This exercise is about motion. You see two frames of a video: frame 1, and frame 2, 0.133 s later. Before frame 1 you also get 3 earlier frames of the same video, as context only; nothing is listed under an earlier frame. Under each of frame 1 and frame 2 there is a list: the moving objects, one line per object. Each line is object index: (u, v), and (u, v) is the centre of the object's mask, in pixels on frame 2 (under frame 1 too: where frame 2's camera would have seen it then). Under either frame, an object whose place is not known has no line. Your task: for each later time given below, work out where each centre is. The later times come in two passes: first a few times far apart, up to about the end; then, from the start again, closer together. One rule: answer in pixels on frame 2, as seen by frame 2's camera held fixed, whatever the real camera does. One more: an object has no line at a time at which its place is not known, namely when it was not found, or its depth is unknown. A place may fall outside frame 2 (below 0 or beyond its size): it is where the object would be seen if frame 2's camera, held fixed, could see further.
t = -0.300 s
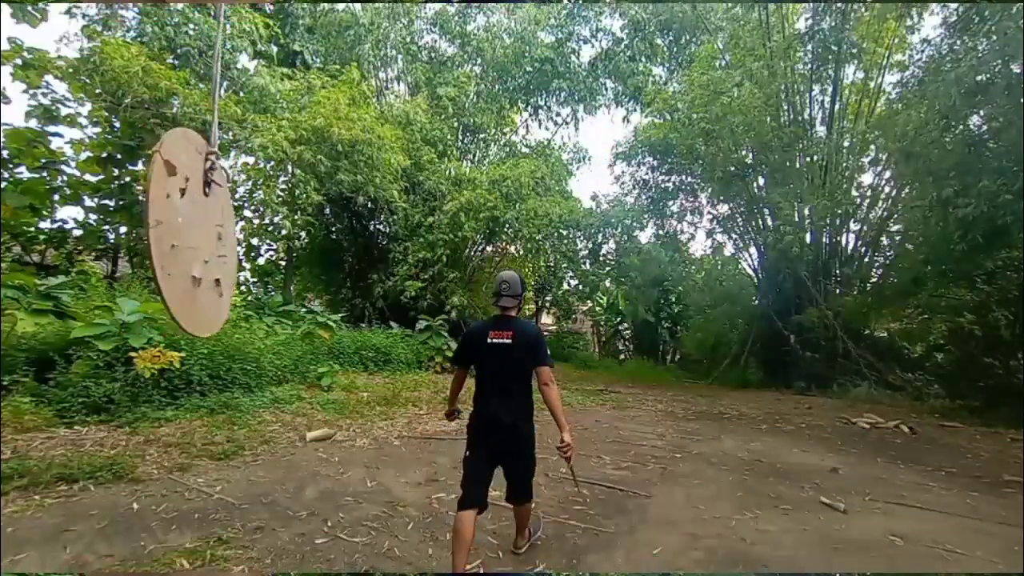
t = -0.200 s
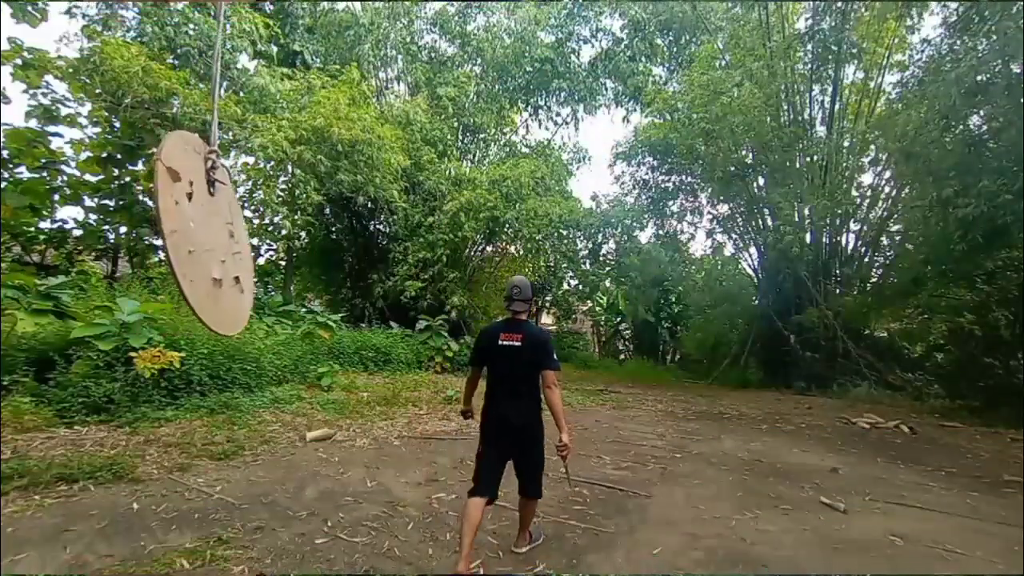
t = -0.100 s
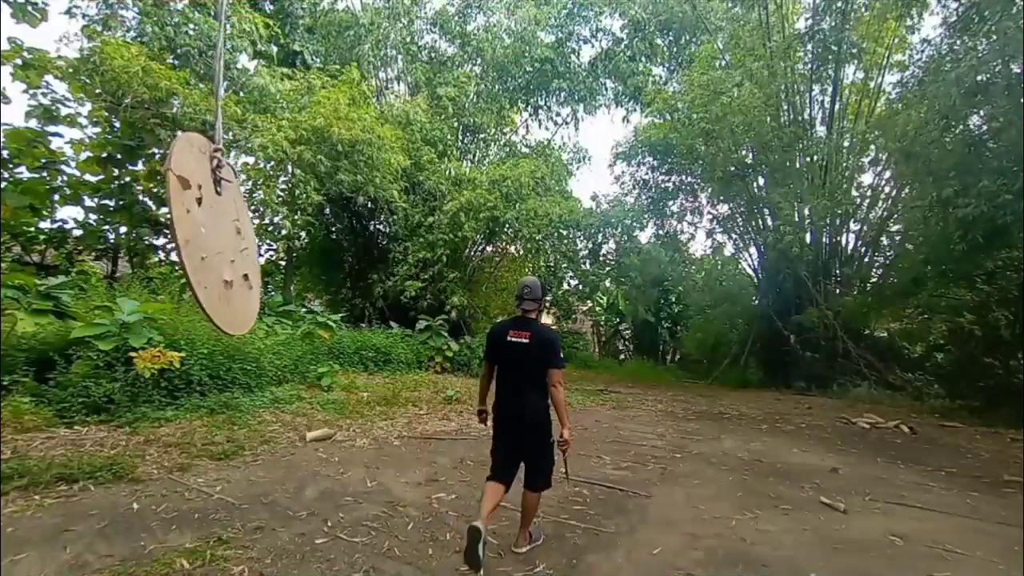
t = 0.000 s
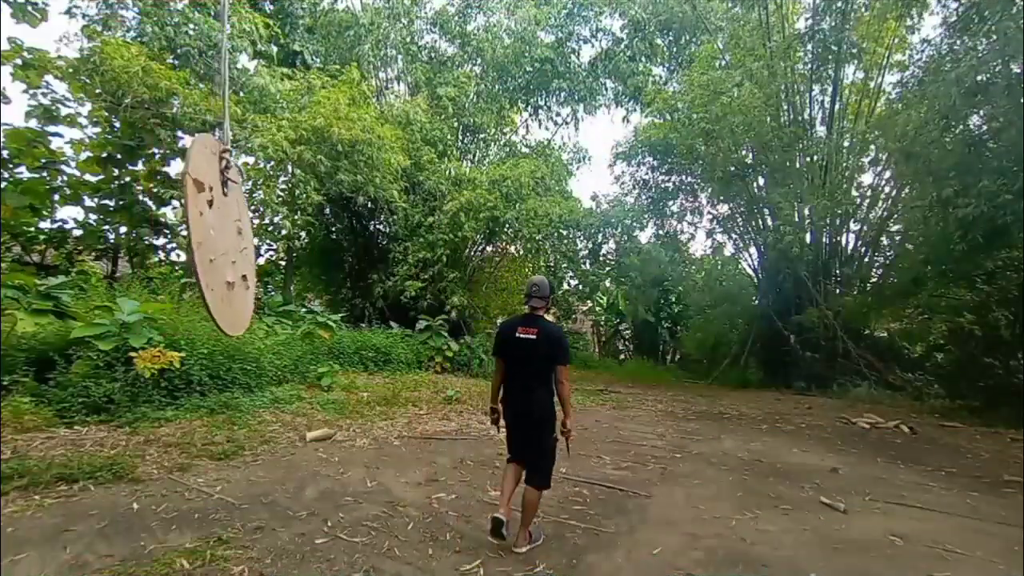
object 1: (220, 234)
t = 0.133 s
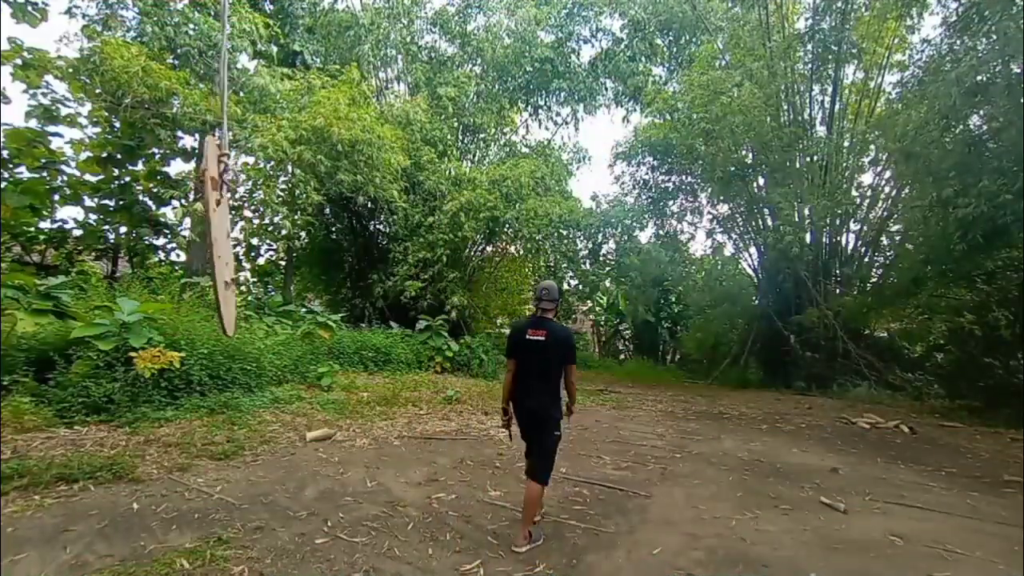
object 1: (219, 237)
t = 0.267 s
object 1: (211, 236)
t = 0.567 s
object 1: (171, 237)
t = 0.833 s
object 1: (135, 230)
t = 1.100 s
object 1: (171, 233)
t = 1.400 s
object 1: (202, 245)
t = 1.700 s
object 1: (199, 241)
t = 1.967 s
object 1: (205, 241)
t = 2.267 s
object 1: (161, 236)
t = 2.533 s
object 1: (154, 235)
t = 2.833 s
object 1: (184, 245)
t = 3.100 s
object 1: (194, 245)
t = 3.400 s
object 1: (194, 240)
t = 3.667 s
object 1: (180, 237)
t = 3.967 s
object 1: (163, 231)
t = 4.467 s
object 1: (191, 235)
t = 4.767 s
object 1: (213, 236)
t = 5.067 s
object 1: (197, 241)
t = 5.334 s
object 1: (157, 238)
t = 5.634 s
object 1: (125, 233)
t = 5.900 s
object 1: (146, 239)
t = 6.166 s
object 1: (195, 245)
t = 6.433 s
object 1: (225, 246)
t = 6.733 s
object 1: (208, 243)
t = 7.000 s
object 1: (164, 235)
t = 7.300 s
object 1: (132, 231)
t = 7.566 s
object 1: (144, 234)
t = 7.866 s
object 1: (181, 239)
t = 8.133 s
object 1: (199, 241)
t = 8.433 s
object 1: (183, 239)
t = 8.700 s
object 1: (151, 234)
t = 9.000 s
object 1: (138, 232)
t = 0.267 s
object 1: (211, 236)
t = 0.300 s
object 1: (208, 237)
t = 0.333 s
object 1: (205, 238)
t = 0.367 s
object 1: (201, 238)
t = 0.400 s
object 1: (197, 238)
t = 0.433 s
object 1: (192, 237)
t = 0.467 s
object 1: (188, 238)
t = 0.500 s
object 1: (183, 237)
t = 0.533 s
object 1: (177, 237)
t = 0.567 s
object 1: (171, 237)
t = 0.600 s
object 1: (165, 236)
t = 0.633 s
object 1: (158, 235)
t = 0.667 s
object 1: (152, 234)
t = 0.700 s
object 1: (146, 233)
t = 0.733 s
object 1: (141, 232)
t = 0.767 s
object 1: (139, 231)
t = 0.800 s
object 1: (136, 230)
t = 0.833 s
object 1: (135, 230)
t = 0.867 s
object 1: (135, 230)
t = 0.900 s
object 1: (137, 230)
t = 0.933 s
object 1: (141, 230)
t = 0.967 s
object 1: (145, 231)
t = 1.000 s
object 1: (151, 232)
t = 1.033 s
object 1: (158, 233)
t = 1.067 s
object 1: (165, 234)
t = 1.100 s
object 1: (171, 233)
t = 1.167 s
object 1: (185, 239)
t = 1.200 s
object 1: (188, 243)
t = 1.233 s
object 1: (193, 245)
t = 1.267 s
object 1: (196, 245)
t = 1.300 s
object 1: (199, 245)
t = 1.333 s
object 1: (200, 245)
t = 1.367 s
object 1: (201, 245)
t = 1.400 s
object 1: (202, 245)
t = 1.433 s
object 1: (201, 245)
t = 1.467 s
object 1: (200, 245)
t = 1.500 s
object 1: (199, 244)
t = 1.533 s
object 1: (199, 242)
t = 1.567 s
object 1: (198, 244)
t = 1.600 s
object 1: (198, 241)
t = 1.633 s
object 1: (198, 242)
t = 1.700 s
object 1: (199, 241)
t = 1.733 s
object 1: (201, 239)
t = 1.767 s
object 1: (202, 241)
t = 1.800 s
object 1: (205, 237)
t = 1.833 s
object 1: (205, 240)
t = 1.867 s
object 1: (206, 239)
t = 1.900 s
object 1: (206, 237)
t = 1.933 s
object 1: (206, 241)
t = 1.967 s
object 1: (205, 241)
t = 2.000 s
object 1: (203, 241)
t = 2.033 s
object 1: (198, 240)
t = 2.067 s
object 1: (193, 240)
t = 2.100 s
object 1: (189, 240)
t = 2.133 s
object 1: (183, 239)
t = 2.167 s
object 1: (177, 238)
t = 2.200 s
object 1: (171, 238)
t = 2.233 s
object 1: (166, 237)
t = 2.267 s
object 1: (161, 236)
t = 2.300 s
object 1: (157, 235)
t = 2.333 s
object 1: (152, 235)
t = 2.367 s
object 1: (150, 235)
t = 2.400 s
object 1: (149, 234)
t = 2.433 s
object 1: (149, 234)
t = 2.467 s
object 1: (150, 234)
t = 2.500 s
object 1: (152, 234)
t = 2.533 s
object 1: (154, 235)
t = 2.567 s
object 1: (157, 235)
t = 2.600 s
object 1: (162, 235)
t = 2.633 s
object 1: (166, 236)
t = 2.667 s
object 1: (169, 235)
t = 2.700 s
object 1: (174, 234)
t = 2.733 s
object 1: (176, 242)
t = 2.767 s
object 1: (179, 243)
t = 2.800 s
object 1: (181, 244)
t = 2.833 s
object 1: (184, 245)
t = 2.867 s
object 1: (186, 245)
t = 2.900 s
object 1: (189, 246)
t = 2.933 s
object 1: (190, 245)
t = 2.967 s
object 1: (192, 245)
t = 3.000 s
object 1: (193, 245)
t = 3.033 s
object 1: (193, 245)
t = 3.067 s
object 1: (194, 245)
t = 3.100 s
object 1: (194, 245)
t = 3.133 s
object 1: (194, 245)
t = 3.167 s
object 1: (194, 244)
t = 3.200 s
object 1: (194, 244)
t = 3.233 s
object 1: (194, 244)
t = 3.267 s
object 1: (194, 243)
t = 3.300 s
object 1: (194, 243)
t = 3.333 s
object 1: (194, 243)
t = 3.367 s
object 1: (193, 243)
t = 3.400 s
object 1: (194, 240)
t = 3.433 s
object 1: (192, 242)
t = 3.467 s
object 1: (192, 240)
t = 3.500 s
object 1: (189, 242)
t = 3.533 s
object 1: (188, 239)
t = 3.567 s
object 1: (186, 239)
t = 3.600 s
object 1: (185, 238)
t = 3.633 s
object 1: (182, 238)
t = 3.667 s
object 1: (180, 237)
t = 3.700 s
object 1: (178, 237)
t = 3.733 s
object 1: (175, 239)
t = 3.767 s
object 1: (174, 236)
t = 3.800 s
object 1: (171, 238)
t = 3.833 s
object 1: (169, 237)
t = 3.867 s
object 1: (167, 236)
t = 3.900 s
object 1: (165, 235)
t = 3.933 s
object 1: (165, 230)
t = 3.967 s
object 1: (163, 231)
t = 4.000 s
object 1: (162, 232)
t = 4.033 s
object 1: (162, 232)
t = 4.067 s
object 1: (162, 233)
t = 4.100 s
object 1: (162, 234)
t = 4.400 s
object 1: (184, 235)
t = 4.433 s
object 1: (188, 235)
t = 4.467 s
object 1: (191, 235)
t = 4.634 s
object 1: (207, 236)
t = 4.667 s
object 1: (209, 236)
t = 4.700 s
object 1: (211, 236)
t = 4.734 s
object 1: (213, 236)
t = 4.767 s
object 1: (213, 236)
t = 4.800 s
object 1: (214, 236)
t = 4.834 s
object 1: (213, 236)
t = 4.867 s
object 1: (212, 236)
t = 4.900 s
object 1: (211, 235)
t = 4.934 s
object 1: (209, 233)
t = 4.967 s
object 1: (207, 234)
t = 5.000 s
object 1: (204, 236)
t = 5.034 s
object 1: (200, 241)
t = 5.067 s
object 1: (197, 241)
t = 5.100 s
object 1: (193, 240)
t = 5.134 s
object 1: (189, 240)
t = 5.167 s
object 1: (184, 240)
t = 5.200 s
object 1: (179, 240)
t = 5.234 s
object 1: (173, 239)
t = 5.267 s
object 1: (167, 239)
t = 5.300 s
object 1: (162, 238)
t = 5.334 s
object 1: (157, 238)
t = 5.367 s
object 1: (152, 237)
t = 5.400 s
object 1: (146, 236)
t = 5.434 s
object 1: (142, 235)
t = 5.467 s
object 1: (138, 235)
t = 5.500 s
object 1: (134, 234)
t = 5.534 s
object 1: (131, 234)
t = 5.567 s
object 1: (128, 234)
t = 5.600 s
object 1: (126, 233)
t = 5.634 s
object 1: (125, 233)
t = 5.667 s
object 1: (125, 234)
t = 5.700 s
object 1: (126, 234)
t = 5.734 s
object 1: (127, 235)
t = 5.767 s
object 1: (130, 235)
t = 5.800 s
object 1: (132, 236)
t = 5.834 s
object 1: (137, 237)
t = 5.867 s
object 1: (141, 238)
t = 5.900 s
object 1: (146, 239)
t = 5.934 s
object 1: (152, 240)
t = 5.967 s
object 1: (158, 241)
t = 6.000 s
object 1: (164, 242)
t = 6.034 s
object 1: (171, 243)
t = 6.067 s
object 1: (177, 244)
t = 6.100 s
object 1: (183, 244)
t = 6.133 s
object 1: (189, 245)
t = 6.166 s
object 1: (195, 245)
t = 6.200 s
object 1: (201, 245)
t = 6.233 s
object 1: (206, 246)
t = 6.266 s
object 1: (211, 246)
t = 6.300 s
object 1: (215, 246)
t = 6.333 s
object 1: (218, 246)
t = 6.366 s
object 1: (221, 246)
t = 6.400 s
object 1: (223, 246)
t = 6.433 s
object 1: (225, 246)
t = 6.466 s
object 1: (225, 246)
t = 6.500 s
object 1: (225, 243)
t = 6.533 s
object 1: (225, 246)
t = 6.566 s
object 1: (224, 246)
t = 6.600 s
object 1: (222, 245)
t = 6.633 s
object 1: (219, 245)
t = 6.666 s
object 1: (215, 242)
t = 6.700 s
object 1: (211, 242)
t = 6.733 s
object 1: (208, 243)
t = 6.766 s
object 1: (203, 240)
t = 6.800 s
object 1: (197, 240)
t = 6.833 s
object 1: (192, 240)
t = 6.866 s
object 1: (187, 239)
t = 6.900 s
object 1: (182, 236)
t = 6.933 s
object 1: (176, 233)
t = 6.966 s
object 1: (170, 234)
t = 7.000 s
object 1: (164, 235)
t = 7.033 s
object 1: (159, 235)
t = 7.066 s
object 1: (154, 234)
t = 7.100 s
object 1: (149, 234)
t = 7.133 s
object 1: (145, 233)
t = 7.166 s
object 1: (141, 233)
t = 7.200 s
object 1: (138, 232)
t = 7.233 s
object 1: (135, 232)
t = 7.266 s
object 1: (133, 231)
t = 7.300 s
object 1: (132, 231)
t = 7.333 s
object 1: (131, 231)
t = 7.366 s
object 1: (132, 231)
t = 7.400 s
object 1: (132, 231)
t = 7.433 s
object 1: (133, 232)
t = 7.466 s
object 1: (135, 232)
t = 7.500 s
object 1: (138, 232)
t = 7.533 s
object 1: (141, 233)
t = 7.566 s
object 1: (144, 234)
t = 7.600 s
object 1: (147, 234)
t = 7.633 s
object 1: (151, 235)
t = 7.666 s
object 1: (156, 236)
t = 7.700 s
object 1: (160, 236)
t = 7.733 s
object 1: (164, 237)
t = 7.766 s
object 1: (169, 237)
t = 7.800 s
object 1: (173, 238)
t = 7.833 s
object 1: (177, 239)
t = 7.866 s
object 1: (181, 239)
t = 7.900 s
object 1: (185, 239)
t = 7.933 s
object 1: (189, 240)
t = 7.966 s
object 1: (191, 240)
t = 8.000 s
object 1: (194, 240)
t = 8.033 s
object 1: (196, 241)
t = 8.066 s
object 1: (198, 240)
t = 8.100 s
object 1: (199, 241)
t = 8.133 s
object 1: (199, 241)
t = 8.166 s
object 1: (199, 241)
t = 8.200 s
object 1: (199, 240)
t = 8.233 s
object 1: (198, 240)
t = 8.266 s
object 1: (197, 240)
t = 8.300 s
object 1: (195, 240)
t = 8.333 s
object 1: (193, 240)
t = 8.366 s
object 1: (190, 239)
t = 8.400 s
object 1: (186, 239)
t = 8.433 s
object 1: (183, 239)
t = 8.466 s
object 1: (180, 238)
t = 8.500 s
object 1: (176, 238)
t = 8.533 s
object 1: (171, 237)
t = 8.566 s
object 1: (167, 237)
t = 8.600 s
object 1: (163, 236)
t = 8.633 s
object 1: (159, 235)
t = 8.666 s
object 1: (155, 234)
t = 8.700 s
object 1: (151, 234)
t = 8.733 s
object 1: (147, 233)
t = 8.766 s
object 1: (145, 233)
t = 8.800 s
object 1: (142, 232)
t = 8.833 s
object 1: (140, 232)
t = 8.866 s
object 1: (138, 232)
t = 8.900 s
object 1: (137, 232)
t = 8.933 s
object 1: (137, 232)
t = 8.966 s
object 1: (137, 232)
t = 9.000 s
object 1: (138, 232)
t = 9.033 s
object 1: (139, 232)
